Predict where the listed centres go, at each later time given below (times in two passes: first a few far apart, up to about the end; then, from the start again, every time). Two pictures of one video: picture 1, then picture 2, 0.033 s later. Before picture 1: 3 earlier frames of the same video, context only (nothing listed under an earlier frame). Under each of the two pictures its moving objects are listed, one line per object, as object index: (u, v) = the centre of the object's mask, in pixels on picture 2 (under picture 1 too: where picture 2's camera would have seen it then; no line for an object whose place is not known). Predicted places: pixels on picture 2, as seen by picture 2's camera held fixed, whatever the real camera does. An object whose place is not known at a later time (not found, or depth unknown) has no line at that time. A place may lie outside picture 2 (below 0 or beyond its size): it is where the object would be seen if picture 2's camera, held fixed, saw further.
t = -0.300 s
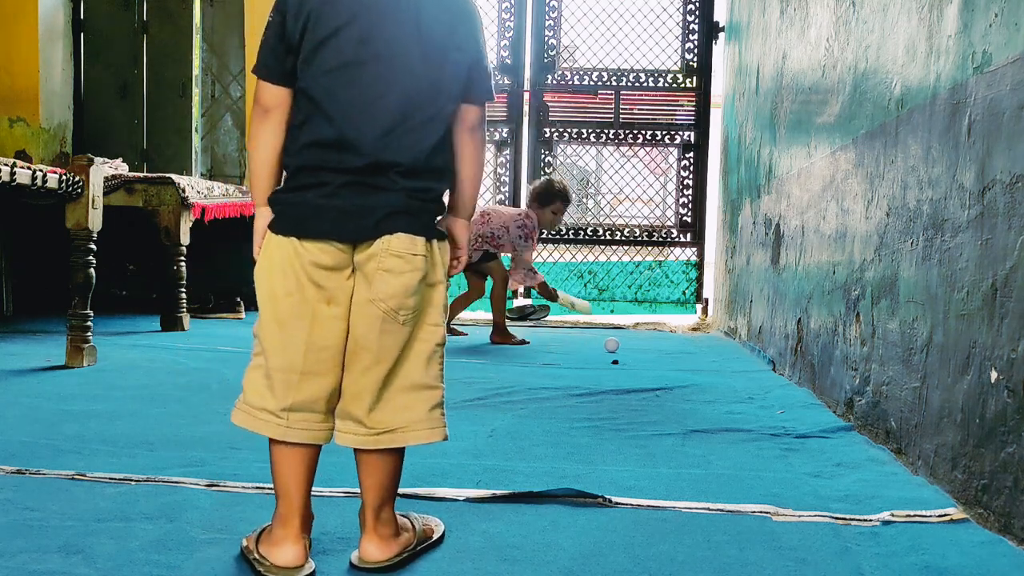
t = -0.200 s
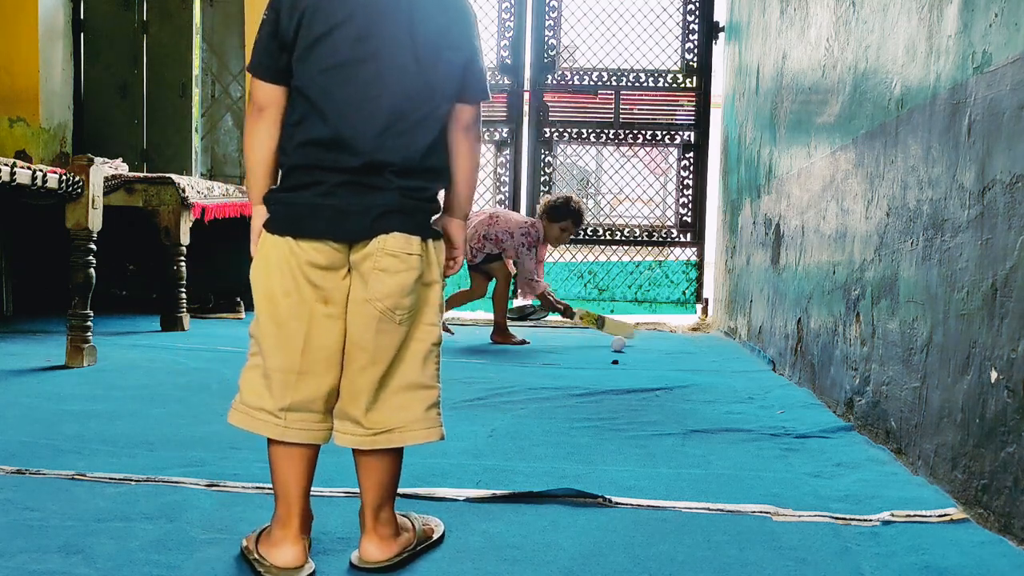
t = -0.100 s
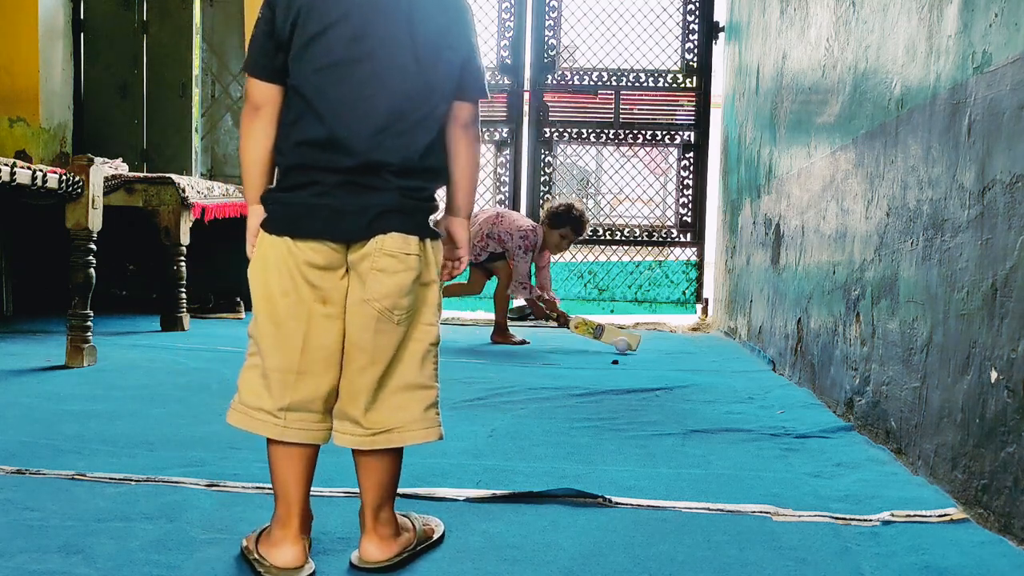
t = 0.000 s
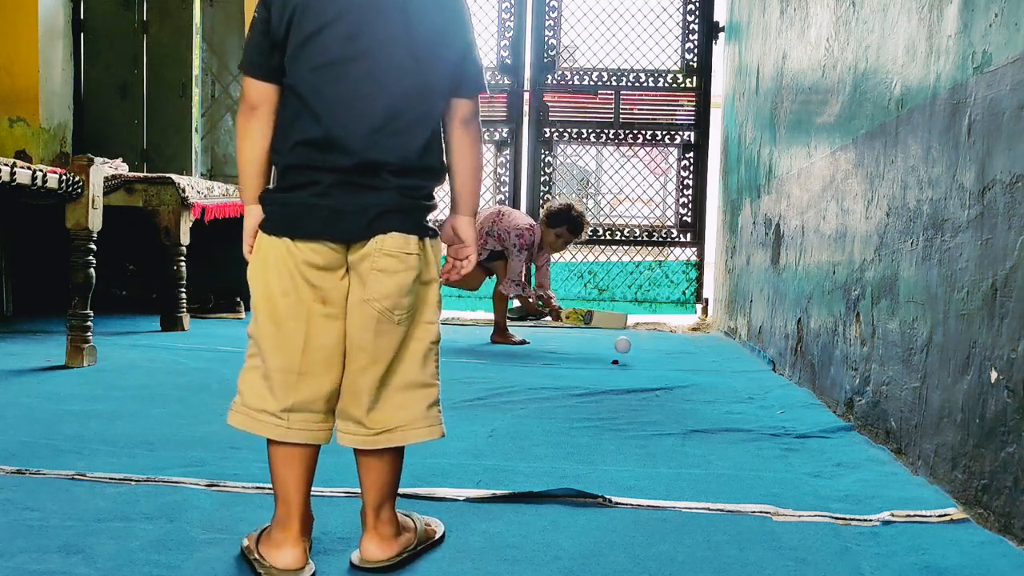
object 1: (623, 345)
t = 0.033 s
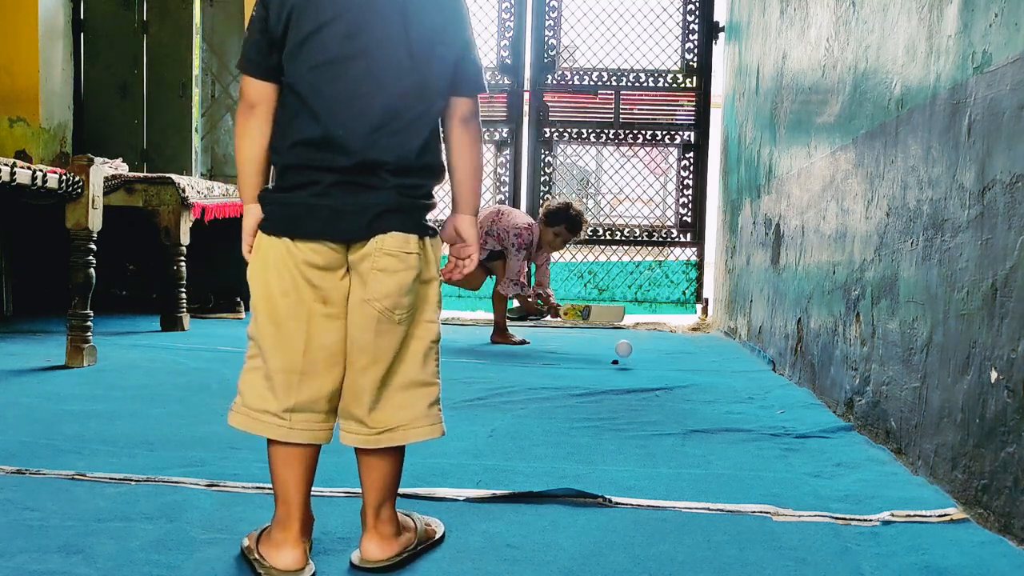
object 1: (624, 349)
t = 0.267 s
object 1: (633, 377)
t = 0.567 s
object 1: (655, 408)
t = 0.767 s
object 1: (680, 436)
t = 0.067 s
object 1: (625, 356)
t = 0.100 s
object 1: (626, 363)
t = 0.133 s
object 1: (627, 362)
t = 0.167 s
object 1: (628, 364)
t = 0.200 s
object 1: (629, 370)
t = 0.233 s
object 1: (631, 376)
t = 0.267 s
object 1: (633, 377)
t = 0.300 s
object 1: (636, 381)
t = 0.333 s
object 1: (638, 388)
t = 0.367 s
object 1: (640, 390)
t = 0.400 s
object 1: (642, 393)
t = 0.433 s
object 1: (645, 395)
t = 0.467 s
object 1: (647, 400)
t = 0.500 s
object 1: (649, 403)
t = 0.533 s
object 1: (652, 404)
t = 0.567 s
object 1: (655, 408)
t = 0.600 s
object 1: (658, 413)
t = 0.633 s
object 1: (661, 417)
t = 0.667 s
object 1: (665, 421)
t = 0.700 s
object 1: (670, 425)
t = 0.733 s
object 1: (675, 428)
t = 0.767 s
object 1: (680, 436)
